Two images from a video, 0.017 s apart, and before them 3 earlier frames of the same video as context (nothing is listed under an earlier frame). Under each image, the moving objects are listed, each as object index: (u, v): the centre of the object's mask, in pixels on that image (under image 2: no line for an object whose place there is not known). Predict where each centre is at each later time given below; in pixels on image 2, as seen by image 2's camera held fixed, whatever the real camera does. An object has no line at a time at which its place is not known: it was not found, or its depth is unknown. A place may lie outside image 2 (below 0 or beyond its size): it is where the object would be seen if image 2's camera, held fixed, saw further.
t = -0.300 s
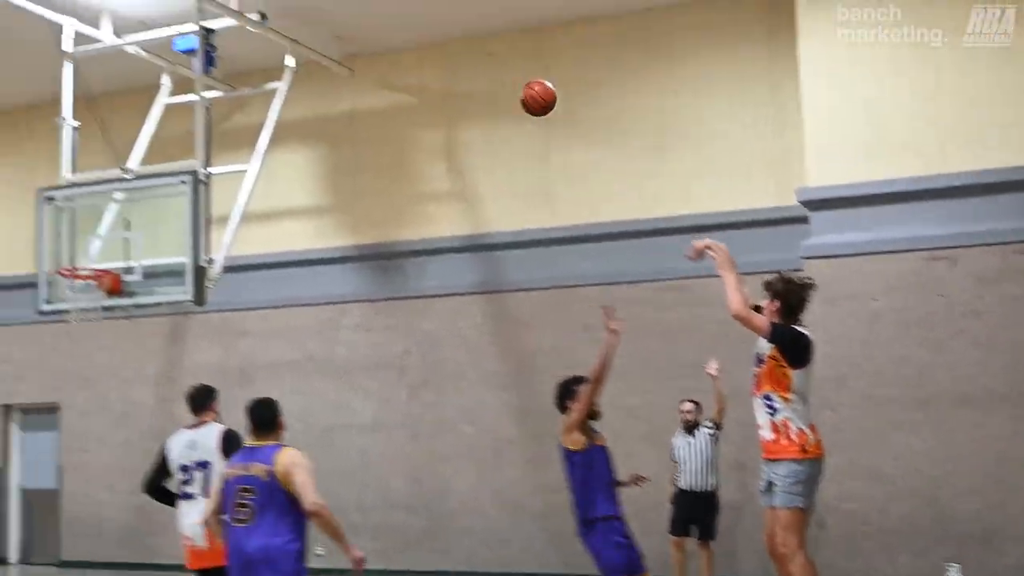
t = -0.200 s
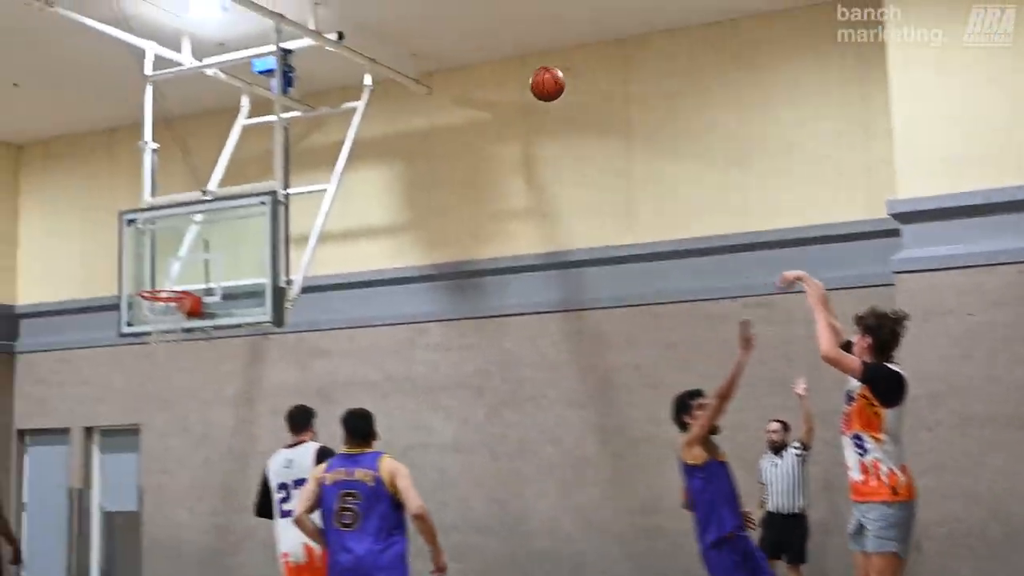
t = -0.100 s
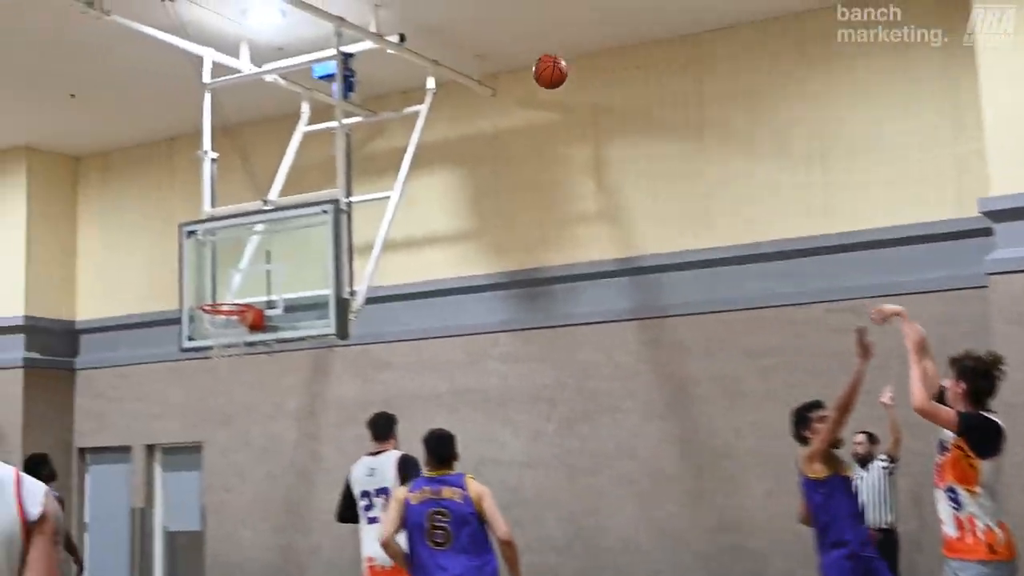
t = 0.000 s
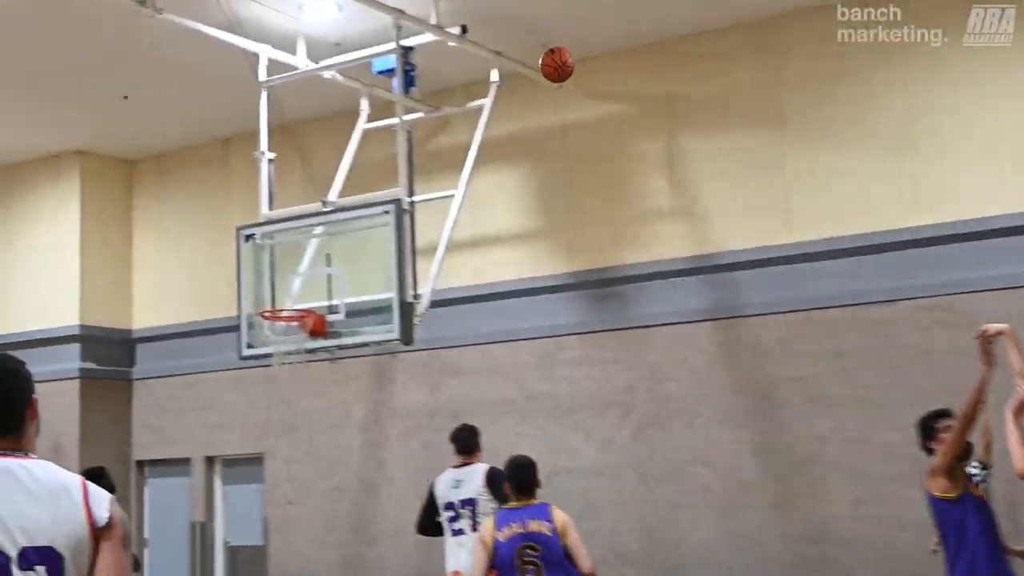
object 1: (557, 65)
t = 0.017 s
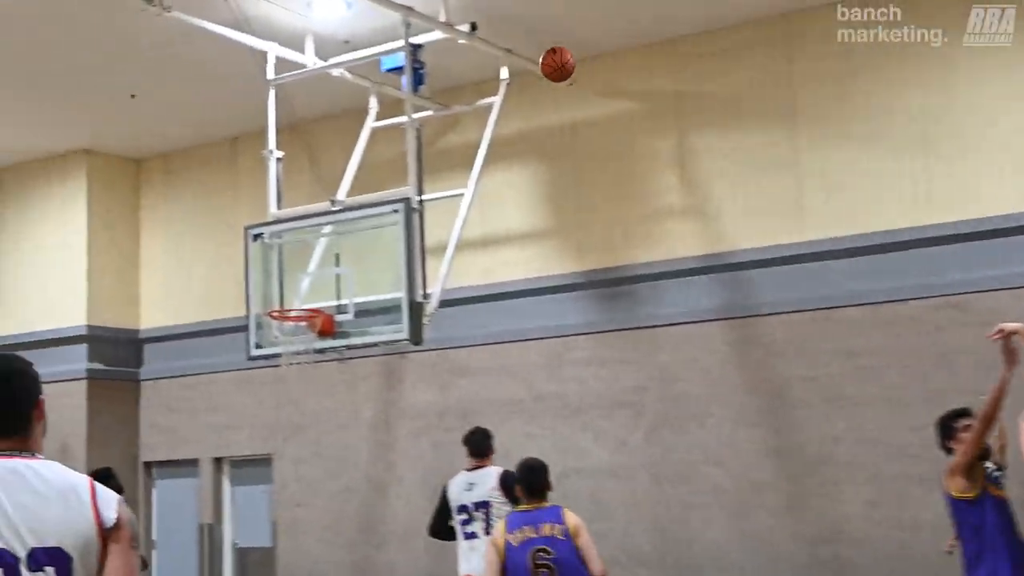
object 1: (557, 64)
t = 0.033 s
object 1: (547, 67)
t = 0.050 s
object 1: (538, 70)
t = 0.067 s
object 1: (529, 73)
